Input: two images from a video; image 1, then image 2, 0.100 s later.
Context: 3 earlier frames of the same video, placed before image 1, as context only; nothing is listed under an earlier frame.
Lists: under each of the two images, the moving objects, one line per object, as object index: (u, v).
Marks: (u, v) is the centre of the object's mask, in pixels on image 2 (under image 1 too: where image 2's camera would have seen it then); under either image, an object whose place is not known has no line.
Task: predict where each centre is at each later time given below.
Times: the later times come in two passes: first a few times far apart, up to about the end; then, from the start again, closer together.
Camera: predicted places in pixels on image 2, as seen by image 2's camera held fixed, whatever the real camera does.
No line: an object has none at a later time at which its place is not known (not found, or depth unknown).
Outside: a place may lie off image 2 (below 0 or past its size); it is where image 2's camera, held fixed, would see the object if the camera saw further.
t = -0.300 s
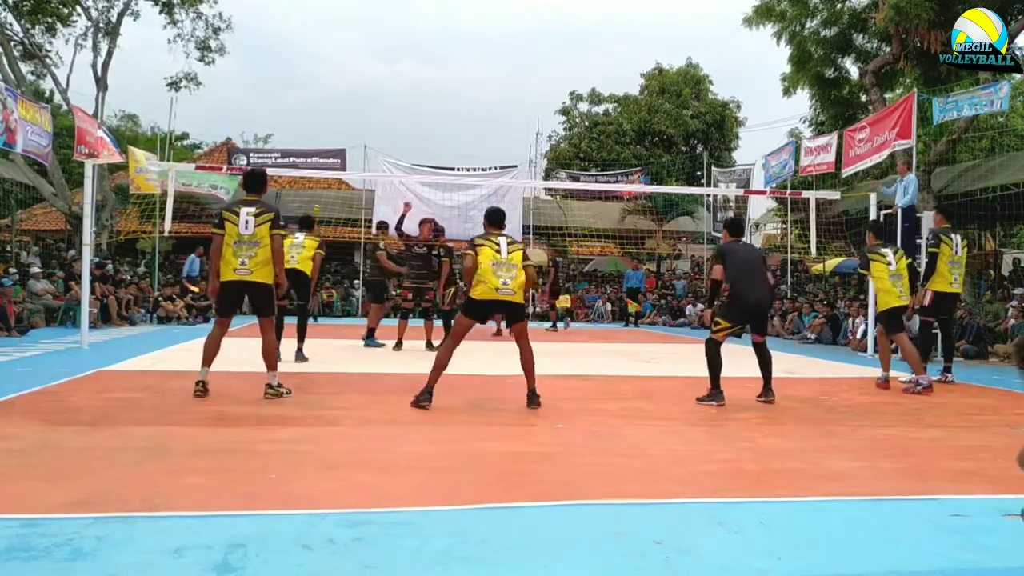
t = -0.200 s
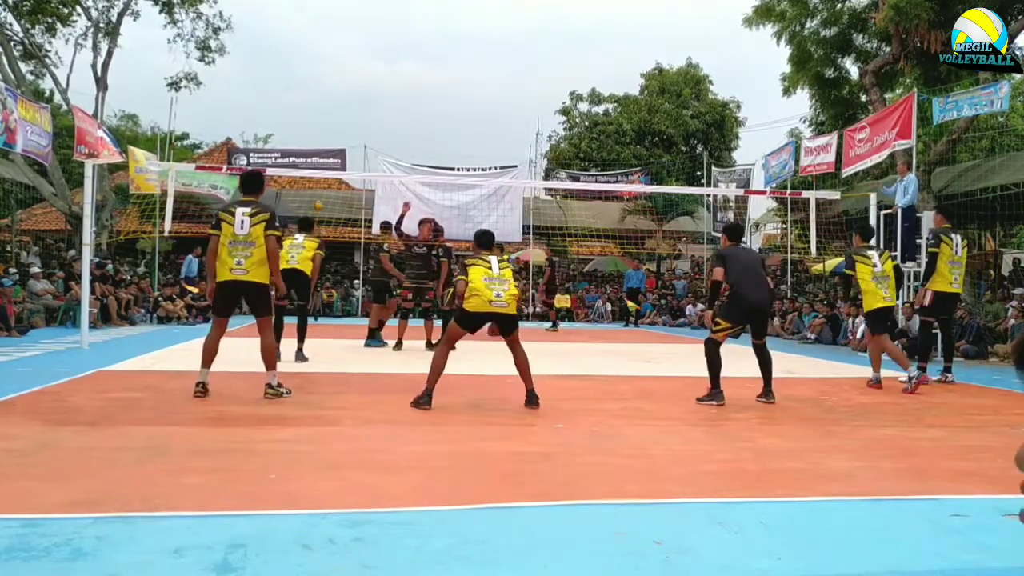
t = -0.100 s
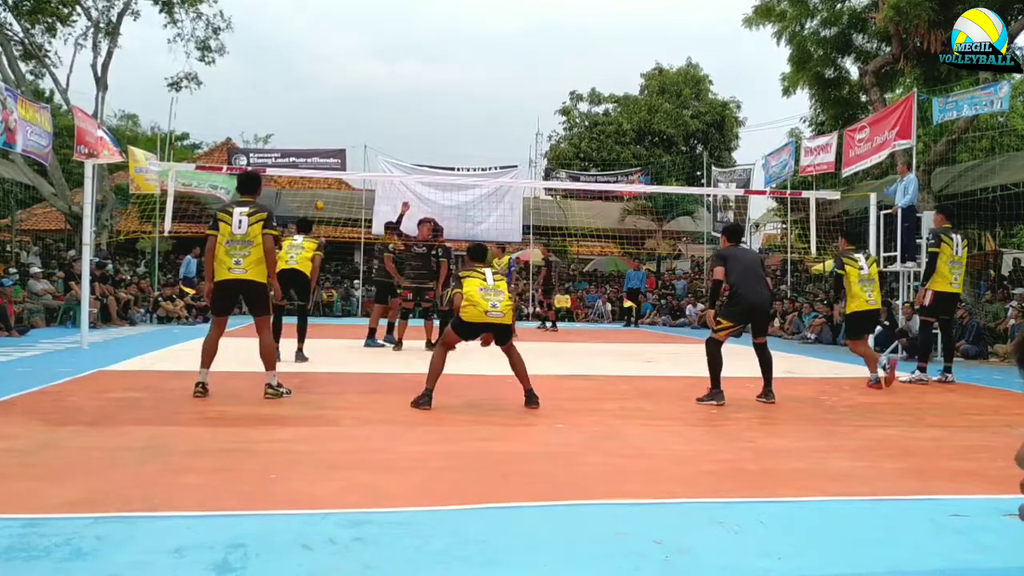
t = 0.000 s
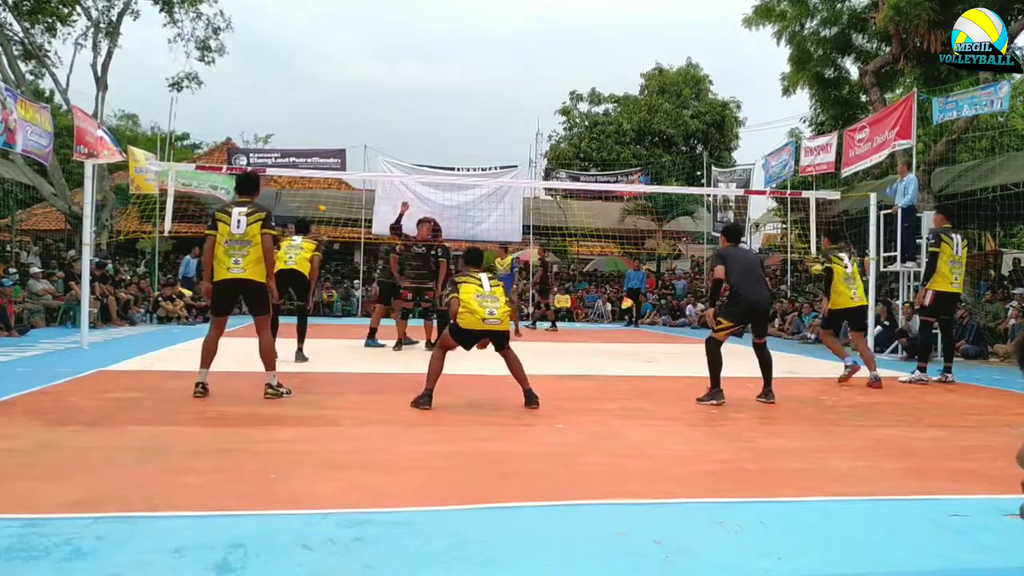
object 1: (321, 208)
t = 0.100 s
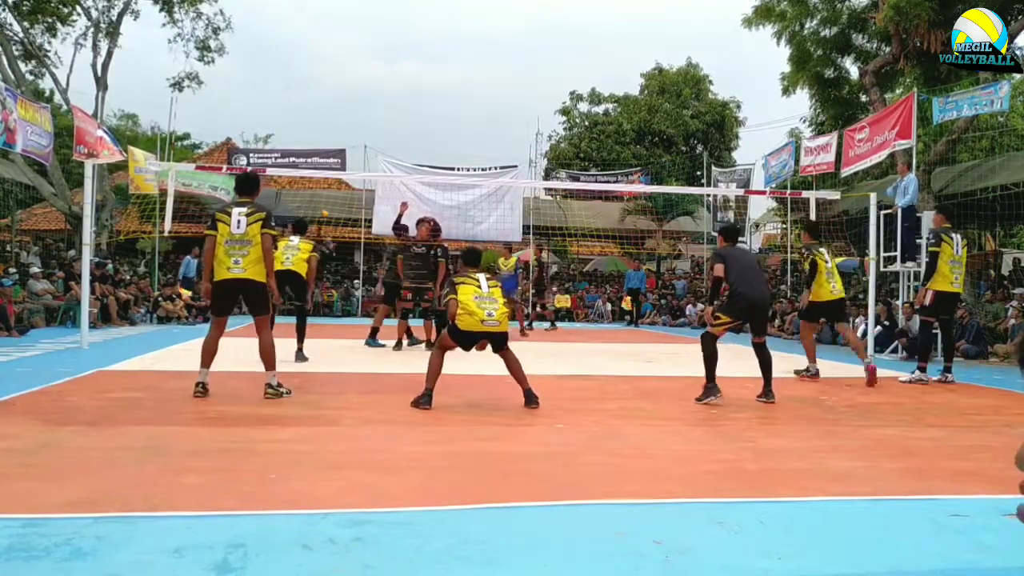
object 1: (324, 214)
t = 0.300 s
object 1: (346, 170)
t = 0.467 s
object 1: (367, 144)
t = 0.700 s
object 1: (408, 115)
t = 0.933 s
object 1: (462, 119)
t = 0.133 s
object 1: (328, 207)
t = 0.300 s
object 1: (346, 170)
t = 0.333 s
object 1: (350, 167)
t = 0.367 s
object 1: (354, 161)
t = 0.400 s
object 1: (358, 154)
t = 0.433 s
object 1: (363, 149)
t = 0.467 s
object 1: (367, 144)
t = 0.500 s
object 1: (373, 138)
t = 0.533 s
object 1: (378, 134)
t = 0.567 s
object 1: (383, 129)
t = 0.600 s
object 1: (389, 125)
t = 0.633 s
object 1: (396, 122)
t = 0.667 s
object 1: (402, 118)
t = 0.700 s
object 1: (408, 115)
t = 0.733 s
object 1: (415, 113)
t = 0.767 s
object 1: (422, 112)
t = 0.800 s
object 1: (429, 112)
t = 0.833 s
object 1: (437, 112)
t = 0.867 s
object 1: (445, 113)
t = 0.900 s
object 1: (453, 115)
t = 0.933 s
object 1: (462, 119)
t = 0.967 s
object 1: (472, 124)
